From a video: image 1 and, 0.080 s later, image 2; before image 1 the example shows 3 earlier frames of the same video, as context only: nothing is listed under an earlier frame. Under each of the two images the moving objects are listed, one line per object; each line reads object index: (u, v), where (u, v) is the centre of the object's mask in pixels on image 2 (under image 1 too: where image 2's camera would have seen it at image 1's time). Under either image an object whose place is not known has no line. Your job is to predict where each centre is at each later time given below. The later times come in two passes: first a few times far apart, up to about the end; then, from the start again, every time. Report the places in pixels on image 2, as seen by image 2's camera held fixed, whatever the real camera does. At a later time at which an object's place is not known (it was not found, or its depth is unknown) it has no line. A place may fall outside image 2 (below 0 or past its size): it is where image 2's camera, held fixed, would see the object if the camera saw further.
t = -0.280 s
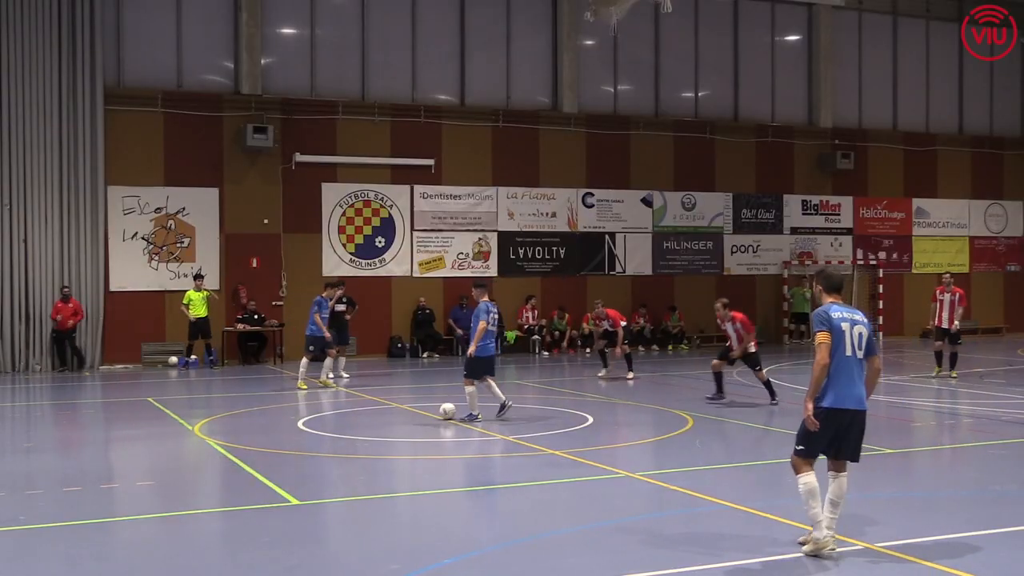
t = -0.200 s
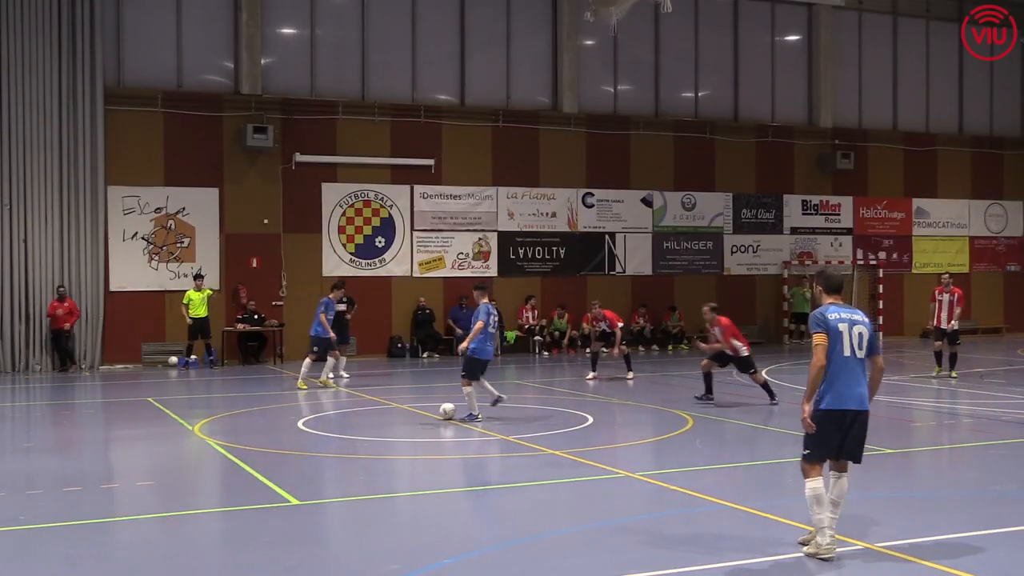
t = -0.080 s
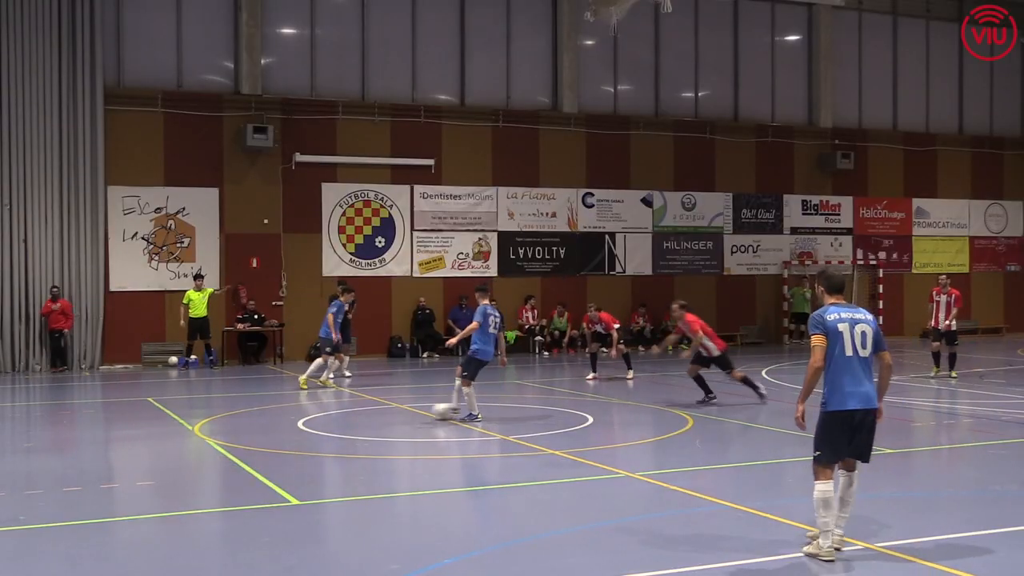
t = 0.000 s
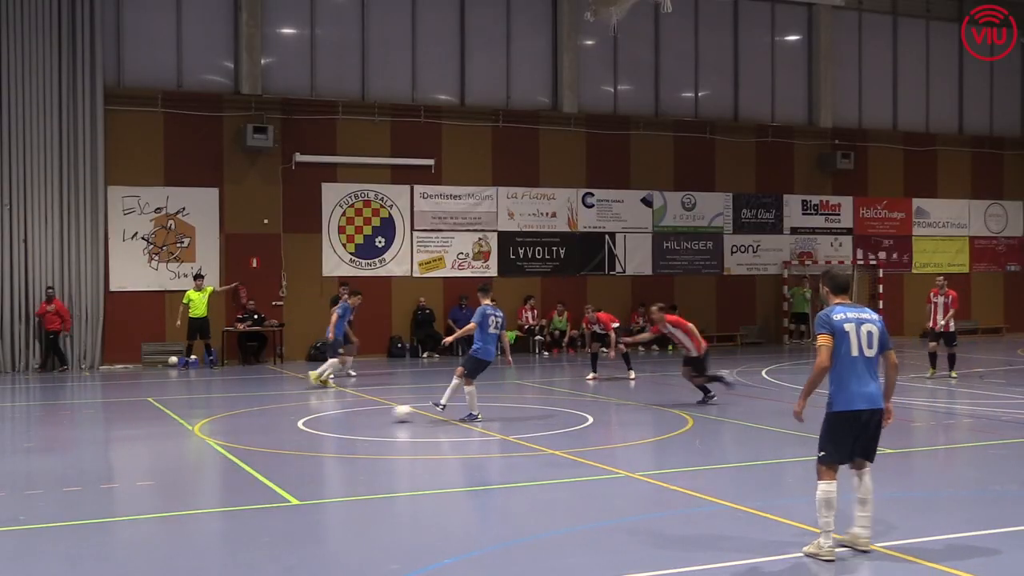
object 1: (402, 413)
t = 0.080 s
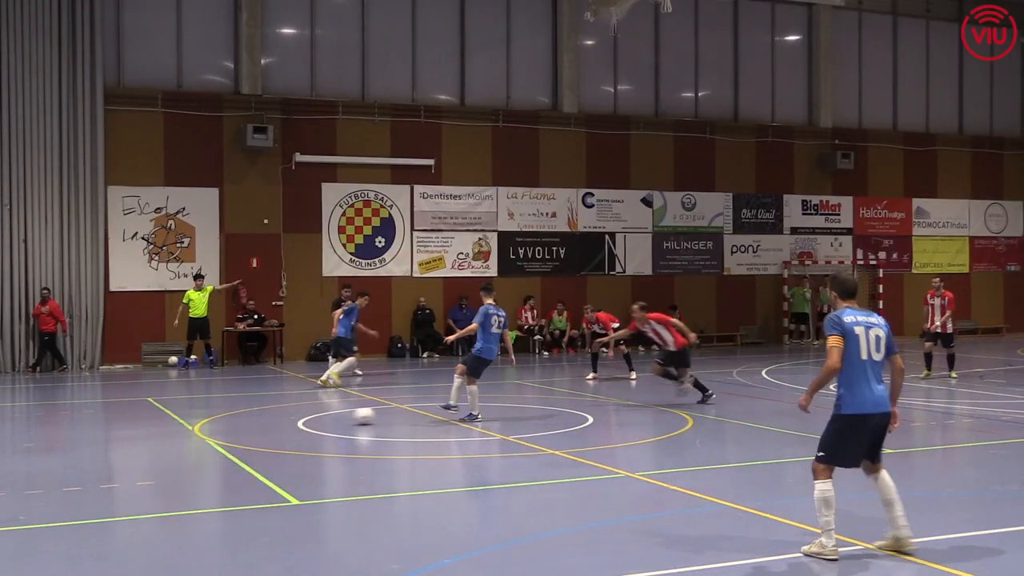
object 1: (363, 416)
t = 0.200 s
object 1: (308, 419)
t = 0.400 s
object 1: (222, 424)
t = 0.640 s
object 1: (129, 429)
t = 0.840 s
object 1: (50, 433)
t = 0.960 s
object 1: (5, 436)
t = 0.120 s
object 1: (345, 417)
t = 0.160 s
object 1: (325, 418)
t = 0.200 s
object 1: (308, 419)
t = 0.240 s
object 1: (289, 420)
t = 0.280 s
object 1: (272, 421)
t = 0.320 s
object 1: (255, 422)
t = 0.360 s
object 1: (238, 423)
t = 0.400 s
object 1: (222, 424)
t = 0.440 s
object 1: (205, 425)
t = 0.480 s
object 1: (189, 425)
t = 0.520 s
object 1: (176, 426)
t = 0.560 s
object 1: (159, 427)
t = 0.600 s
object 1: (144, 428)
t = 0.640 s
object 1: (129, 429)
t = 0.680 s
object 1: (113, 429)
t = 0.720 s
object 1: (98, 430)
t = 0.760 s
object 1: (82, 431)
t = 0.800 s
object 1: (67, 432)
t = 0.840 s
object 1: (50, 433)
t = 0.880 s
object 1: (34, 434)
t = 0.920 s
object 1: (17, 435)
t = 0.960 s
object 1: (5, 436)
